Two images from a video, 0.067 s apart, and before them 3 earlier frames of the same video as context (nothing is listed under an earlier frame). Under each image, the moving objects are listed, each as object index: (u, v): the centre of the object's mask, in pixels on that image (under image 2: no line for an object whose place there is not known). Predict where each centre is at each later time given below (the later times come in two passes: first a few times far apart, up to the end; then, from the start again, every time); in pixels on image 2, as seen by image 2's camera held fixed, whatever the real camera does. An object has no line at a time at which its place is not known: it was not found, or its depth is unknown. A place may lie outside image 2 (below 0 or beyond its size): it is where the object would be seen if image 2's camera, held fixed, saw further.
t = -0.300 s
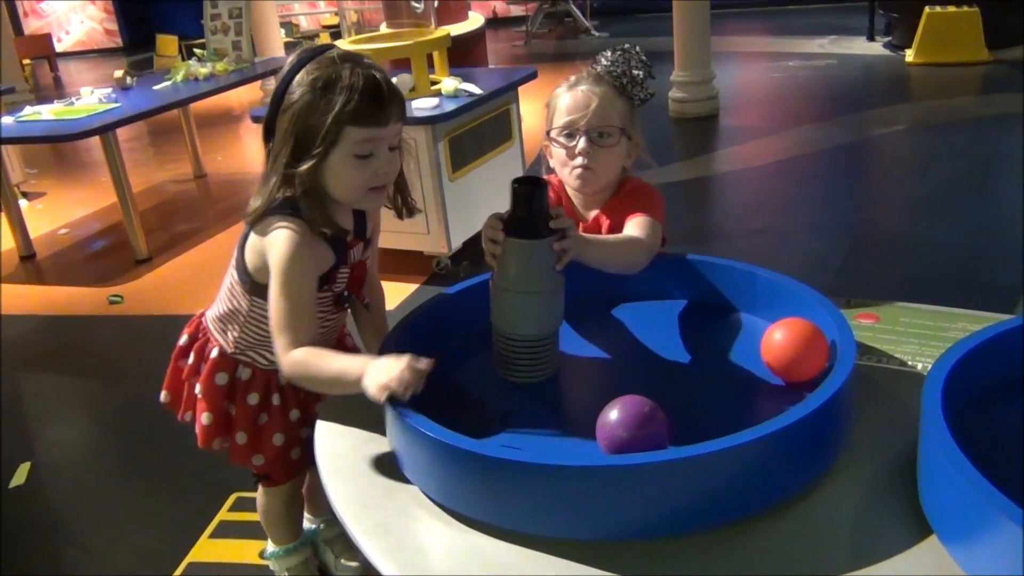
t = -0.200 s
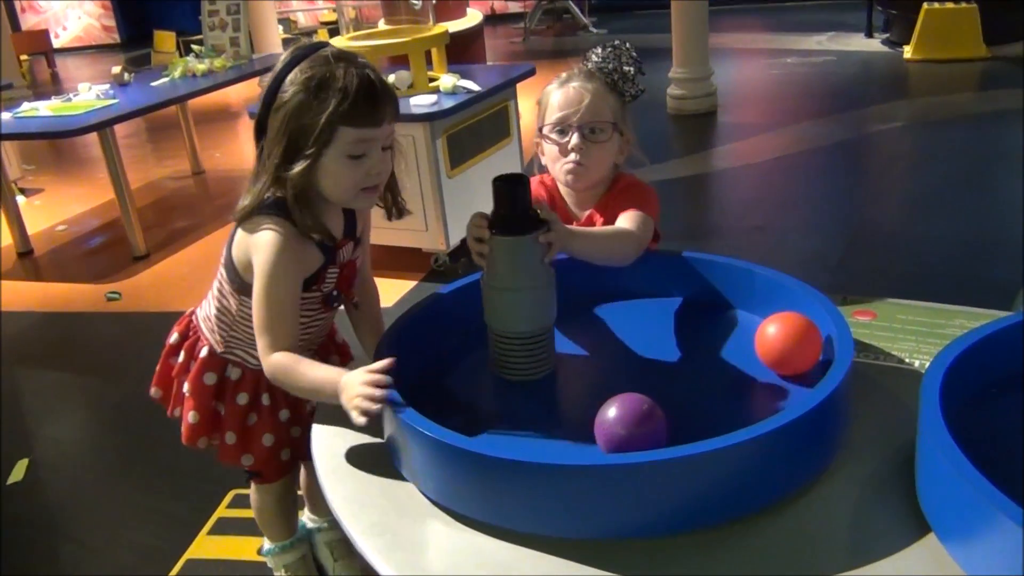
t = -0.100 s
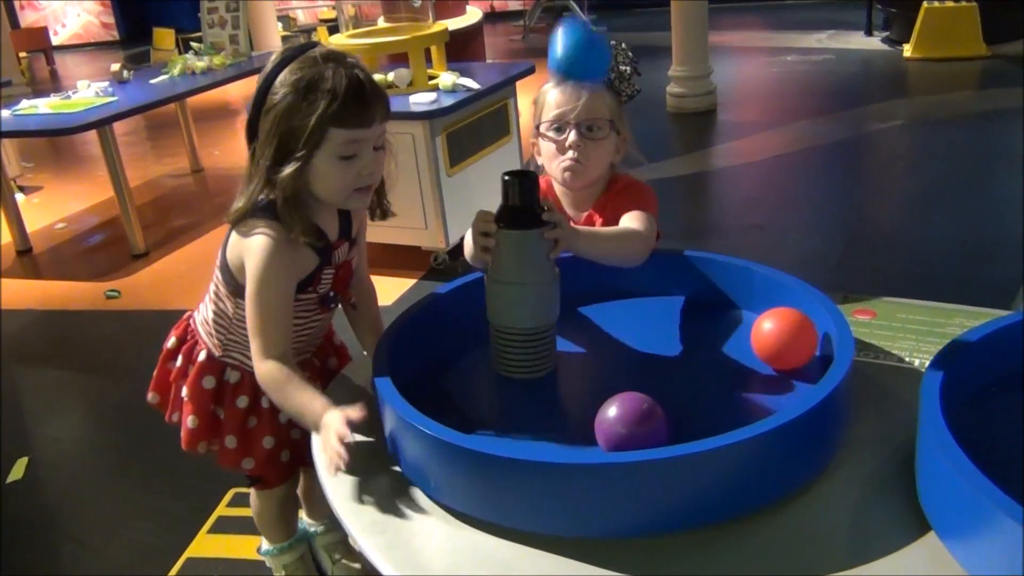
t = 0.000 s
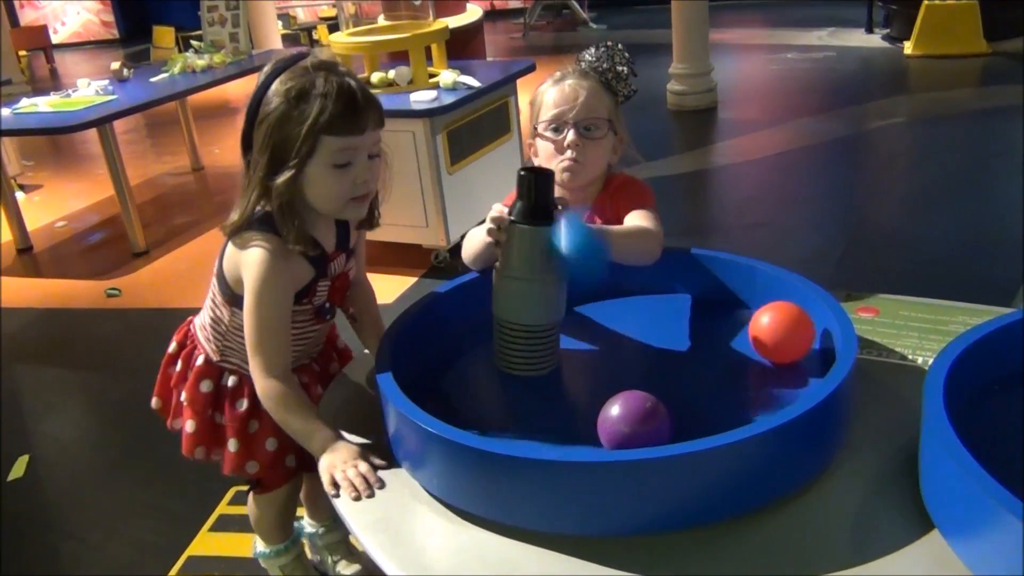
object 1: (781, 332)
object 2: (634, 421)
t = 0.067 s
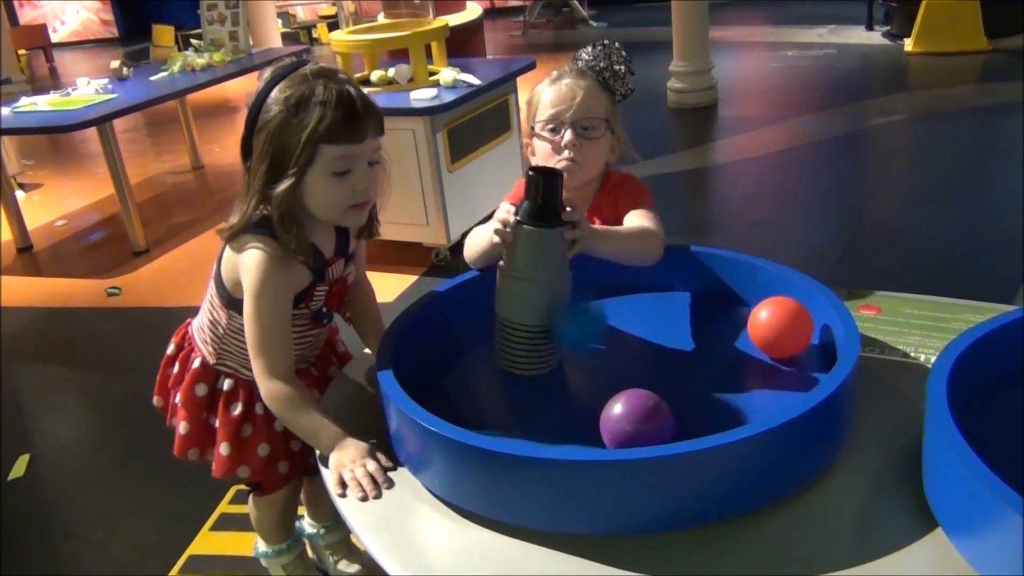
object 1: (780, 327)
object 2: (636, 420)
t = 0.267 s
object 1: (772, 320)
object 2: (638, 421)
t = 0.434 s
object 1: (767, 317)
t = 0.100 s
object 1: (779, 326)
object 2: (637, 420)
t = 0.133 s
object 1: (777, 325)
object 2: (637, 420)
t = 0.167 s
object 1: (776, 323)
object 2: (637, 420)
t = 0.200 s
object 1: (775, 322)
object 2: (637, 420)
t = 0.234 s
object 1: (773, 321)
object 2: (638, 421)
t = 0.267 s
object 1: (772, 320)
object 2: (638, 421)
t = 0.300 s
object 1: (771, 319)
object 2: (638, 421)
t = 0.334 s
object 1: (770, 318)
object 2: (638, 421)
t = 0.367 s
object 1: (769, 318)
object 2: (639, 420)
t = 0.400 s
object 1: (768, 317)
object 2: (644, 419)
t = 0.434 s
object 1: (767, 317)
